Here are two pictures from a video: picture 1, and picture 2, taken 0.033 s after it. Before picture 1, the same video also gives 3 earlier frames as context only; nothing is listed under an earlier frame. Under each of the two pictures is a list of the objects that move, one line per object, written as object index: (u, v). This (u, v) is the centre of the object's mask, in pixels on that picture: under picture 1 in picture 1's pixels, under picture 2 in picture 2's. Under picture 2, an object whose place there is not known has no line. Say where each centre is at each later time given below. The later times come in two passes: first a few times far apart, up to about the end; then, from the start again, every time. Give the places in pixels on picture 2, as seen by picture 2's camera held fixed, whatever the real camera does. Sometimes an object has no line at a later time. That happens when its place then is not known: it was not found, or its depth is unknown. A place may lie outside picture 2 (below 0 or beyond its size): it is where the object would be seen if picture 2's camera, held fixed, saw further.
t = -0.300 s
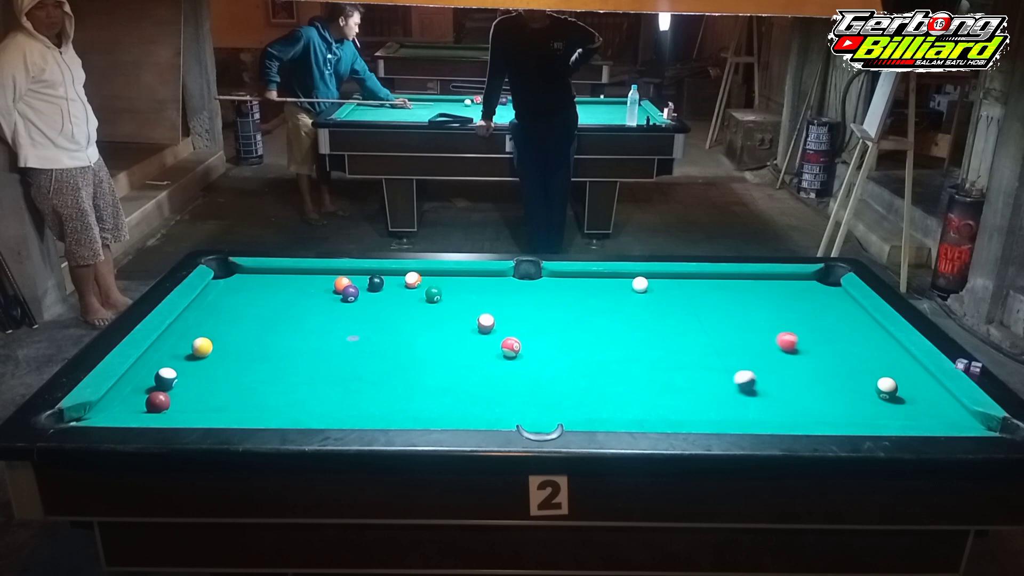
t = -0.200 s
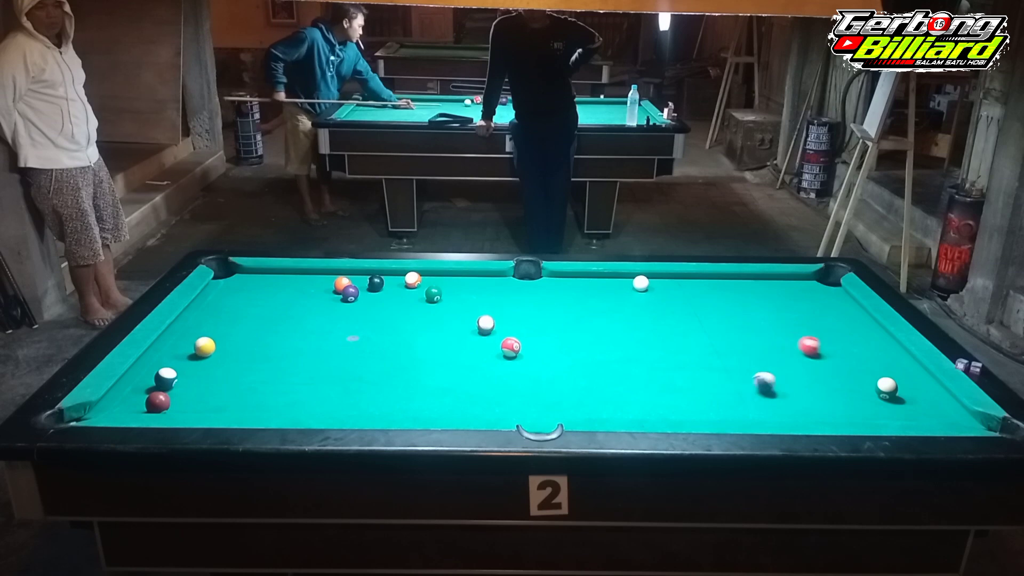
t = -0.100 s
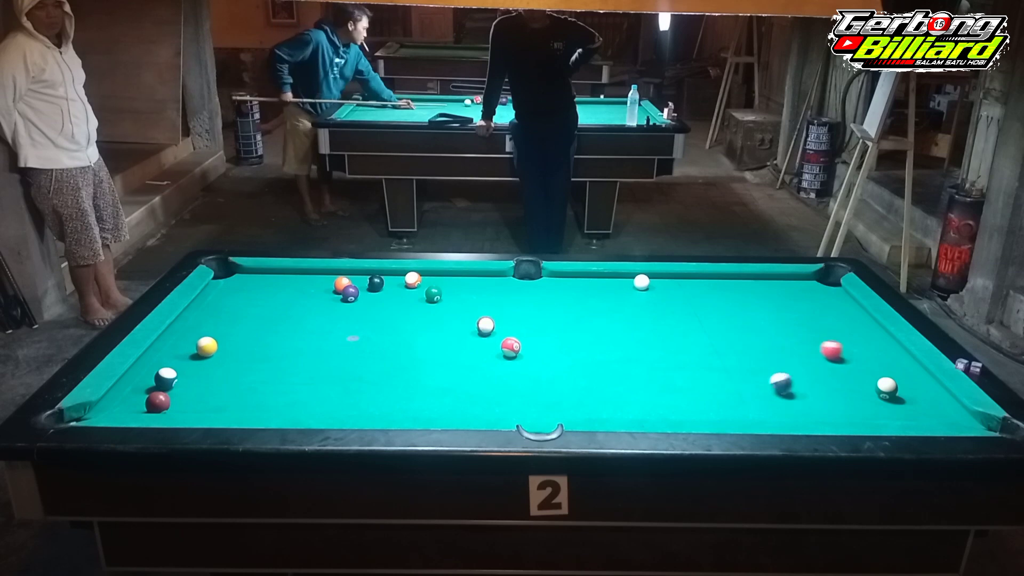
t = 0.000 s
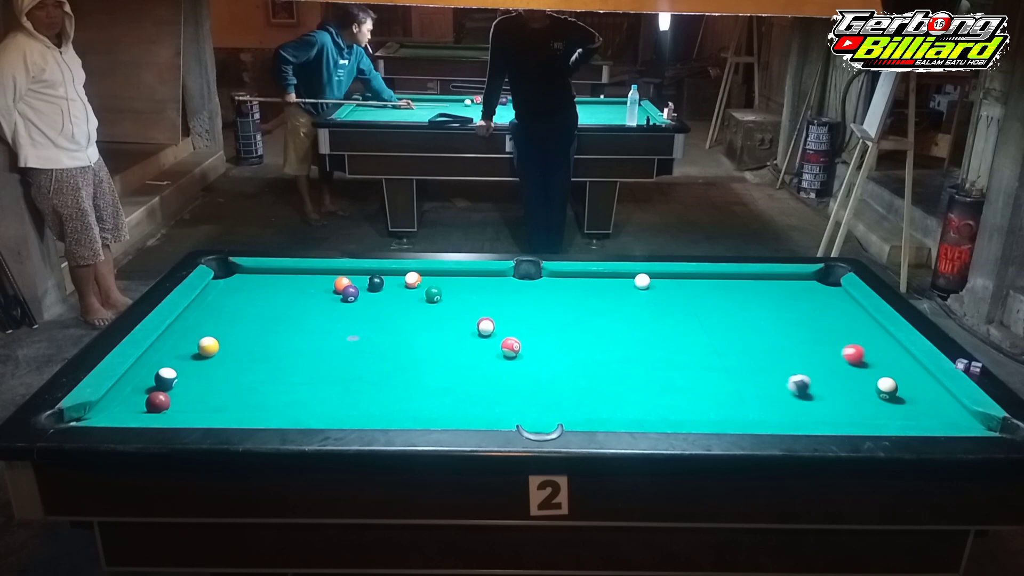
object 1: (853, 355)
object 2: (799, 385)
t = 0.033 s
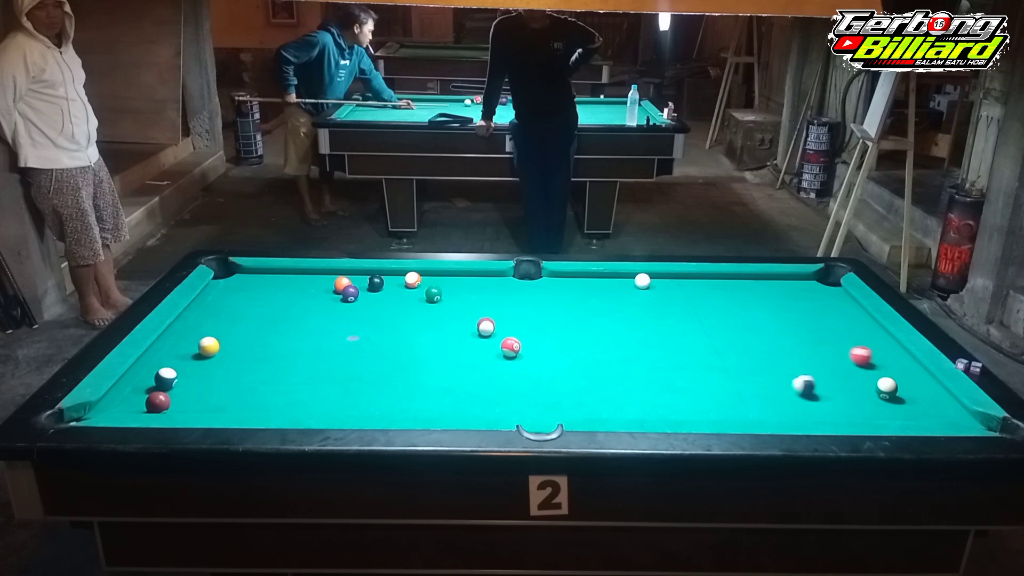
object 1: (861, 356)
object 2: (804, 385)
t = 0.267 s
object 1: (912, 365)
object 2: (842, 387)
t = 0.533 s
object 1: (889, 371)
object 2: (873, 393)
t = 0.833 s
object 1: (860, 384)
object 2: (886, 397)
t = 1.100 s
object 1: (836, 392)
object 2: (893, 401)
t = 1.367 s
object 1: (812, 399)
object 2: (898, 403)
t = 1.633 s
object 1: (791, 406)
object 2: (900, 405)
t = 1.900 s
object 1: (773, 411)
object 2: (899, 404)
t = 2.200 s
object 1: (755, 413)
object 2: (899, 405)
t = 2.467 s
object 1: (743, 411)
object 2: (899, 404)
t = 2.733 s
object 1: (735, 409)
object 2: (899, 405)
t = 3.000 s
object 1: (730, 408)
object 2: (899, 405)
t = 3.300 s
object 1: (728, 408)
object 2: (899, 405)
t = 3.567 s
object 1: (729, 408)
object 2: (899, 404)
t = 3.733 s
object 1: (729, 408)
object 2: (899, 404)
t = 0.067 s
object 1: (868, 357)
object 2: (809, 385)
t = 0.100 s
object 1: (875, 358)
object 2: (815, 386)
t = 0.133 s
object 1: (882, 359)
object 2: (822, 386)
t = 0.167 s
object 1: (890, 361)
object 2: (827, 386)
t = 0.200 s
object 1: (897, 363)
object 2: (833, 387)
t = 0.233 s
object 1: (904, 364)
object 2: (838, 387)
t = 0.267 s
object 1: (912, 365)
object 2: (842, 387)
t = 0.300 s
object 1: (914, 367)
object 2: (848, 388)
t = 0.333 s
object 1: (911, 368)
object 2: (853, 388)
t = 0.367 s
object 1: (907, 369)
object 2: (858, 389)
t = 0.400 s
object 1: (903, 370)
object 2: (864, 389)
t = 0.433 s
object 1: (900, 371)
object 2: (868, 391)
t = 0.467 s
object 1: (897, 371)
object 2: (870, 391)
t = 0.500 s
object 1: (893, 371)
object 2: (871, 392)
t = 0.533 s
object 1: (889, 371)
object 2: (873, 393)
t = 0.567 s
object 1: (885, 373)
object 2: (874, 394)
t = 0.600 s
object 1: (882, 375)
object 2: (876, 394)
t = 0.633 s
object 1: (880, 376)
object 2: (877, 395)
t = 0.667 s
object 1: (876, 377)
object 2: (879, 395)
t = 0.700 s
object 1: (873, 378)
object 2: (880, 395)
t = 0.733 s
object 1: (869, 380)
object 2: (882, 396)
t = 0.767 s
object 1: (866, 381)
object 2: (883, 396)
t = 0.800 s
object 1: (863, 383)
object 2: (885, 397)
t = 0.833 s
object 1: (860, 384)
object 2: (886, 397)
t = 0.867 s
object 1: (857, 385)
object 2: (887, 398)
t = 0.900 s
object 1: (854, 386)
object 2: (888, 398)
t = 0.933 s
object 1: (851, 387)
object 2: (889, 399)
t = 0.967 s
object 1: (848, 388)
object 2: (890, 399)
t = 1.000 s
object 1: (845, 388)
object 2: (891, 400)
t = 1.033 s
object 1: (842, 390)
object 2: (891, 400)
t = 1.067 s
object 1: (839, 391)
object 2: (892, 401)
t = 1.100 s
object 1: (836, 392)
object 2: (893, 401)
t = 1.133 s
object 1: (833, 393)
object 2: (894, 402)
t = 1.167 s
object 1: (829, 394)
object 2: (895, 402)
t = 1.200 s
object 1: (827, 395)
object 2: (895, 403)
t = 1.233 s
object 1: (824, 395)
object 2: (896, 403)
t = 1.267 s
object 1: (821, 397)
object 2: (896, 403)
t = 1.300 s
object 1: (818, 397)
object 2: (897, 403)
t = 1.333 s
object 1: (815, 398)
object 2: (897, 403)
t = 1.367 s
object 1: (812, 399)
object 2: (898, 403)
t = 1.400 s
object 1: (809, 400)
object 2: (898, 404)
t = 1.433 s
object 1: (807, 401)
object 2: (899, 404)
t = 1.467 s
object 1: (804, 402)
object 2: (899, 404)
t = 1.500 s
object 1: (801, 402)
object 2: (899, 404)
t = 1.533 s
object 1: (799, 403)
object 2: (899, 404)
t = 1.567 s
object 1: (796, 405)
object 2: (899, 404)
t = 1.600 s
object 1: (793, 405)
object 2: (900, 404)
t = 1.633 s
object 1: (791, 406)
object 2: (900, 405)
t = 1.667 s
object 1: (788, 407)
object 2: (900, 405)
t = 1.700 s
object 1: (786, 408)
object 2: (900, 404)
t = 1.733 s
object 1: (784, 409)
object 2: (899, 404)
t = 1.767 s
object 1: (781, 409)
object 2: (899, 404)
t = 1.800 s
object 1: (779, 410)
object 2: (900, 405)
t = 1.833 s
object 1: (777, 410)
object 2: (899, 405)
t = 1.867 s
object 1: (775, 411)
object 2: (899, 404)
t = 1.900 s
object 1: (773, 411)
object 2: (899, 404)
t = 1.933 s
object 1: (770, 412)
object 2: (899, 404)
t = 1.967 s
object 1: (768, 412)
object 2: (899, 405)
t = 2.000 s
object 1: (766, 413)
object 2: (899, 405)
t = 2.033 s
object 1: (764, 413)
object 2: (899, 405)
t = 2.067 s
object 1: (762, 414)
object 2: (899, 405)
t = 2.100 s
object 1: (760, 414)
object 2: (899, 404)
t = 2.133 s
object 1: (758, 414)
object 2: (899, 405)
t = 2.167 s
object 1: (756, 413)
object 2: (899, 405)
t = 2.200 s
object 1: (755, 413)
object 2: (899, 405)
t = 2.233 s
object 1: (753, 413)
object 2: (899, 405)
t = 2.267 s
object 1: (751, 413)
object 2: (899, 405)
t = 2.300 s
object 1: (750, 412)
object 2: (899, 405)
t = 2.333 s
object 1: (748, 412)
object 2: (899, 404)
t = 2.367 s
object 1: (747, 412)
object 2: (899, 405)
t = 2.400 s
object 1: (745, 412)
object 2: (899, 404)
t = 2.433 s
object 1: (744, 411)
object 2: (899, 405)
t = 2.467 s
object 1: (743, 411)
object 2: (899, 404)
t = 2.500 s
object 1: (742, 411)
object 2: (899, 405)
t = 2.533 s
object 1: (741, 411)
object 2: (899, 405)
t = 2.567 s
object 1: (740, 410)
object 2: (899, 404)
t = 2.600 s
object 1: (738, 410)
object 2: (899, 405)
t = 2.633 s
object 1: (737, 410)
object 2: (899, 405)
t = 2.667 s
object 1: (737, 410)
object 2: (899, 404)
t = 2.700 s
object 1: (736, 409)
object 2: (899, 405)
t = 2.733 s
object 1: (735, 409)
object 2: (899, 405)
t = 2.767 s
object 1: (734, 409)
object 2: (899, 405)
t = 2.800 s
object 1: (733, 409)
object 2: (899, 404)
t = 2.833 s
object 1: (733, 409)
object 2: (899, 404)
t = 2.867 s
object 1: (732, 409)
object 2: (899, 404)
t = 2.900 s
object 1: (732, 408)
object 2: (899, 405)
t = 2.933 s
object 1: (731, 409)
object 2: (899, 404)
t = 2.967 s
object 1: (730, 408)
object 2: (899, 405)
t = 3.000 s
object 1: (730, 408)
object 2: (899, 405)
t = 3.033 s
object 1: (729, 408)
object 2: (899, 405)
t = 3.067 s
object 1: (729, 408)
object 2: (899, 405)
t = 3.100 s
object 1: (729, 408)
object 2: (899, 405)
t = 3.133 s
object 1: (728, 408)
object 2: (899, 405)
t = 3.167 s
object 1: (728, 408)
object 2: (899, 405)
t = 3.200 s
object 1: (728, 408)
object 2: (899, 405)
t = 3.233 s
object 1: (728, 408)
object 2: (899, 405)
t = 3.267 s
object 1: (728, 408)
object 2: (899, 405)
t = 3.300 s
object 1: (728, 408)
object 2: (899, 405)
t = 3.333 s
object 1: (728, 408)
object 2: (899, 404)
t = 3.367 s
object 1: (728, 408)
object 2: (899, 405)
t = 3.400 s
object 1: (728, 408)
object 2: (899, 405)
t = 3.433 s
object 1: (728, 408)
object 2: (899, 405)
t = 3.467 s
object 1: (729, 408)
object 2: (899, 404)
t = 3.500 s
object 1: (729, 408)
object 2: (899, 405)
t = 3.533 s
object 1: (729, 408)
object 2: (899, 405)
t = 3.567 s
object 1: (729, 408)
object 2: (899, 404)
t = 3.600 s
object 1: (729, 408)
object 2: (899, 404)
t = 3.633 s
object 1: (729, 408)
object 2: (899, 405)
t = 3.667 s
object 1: (729, 408)
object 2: (899, 404)
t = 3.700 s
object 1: (729, 408)
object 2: (899, 404)
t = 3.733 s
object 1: (729, 408)
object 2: (899, 404)
